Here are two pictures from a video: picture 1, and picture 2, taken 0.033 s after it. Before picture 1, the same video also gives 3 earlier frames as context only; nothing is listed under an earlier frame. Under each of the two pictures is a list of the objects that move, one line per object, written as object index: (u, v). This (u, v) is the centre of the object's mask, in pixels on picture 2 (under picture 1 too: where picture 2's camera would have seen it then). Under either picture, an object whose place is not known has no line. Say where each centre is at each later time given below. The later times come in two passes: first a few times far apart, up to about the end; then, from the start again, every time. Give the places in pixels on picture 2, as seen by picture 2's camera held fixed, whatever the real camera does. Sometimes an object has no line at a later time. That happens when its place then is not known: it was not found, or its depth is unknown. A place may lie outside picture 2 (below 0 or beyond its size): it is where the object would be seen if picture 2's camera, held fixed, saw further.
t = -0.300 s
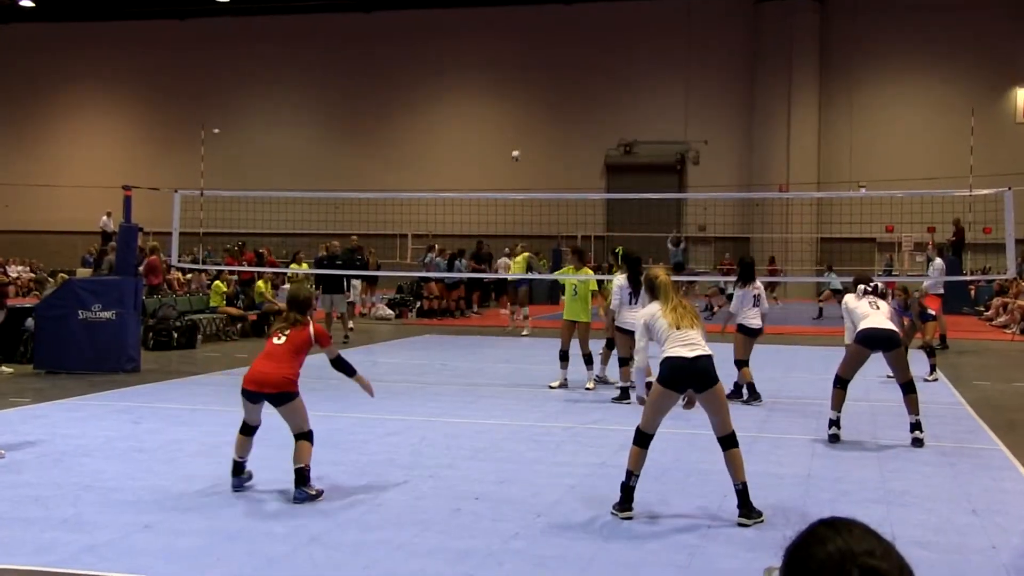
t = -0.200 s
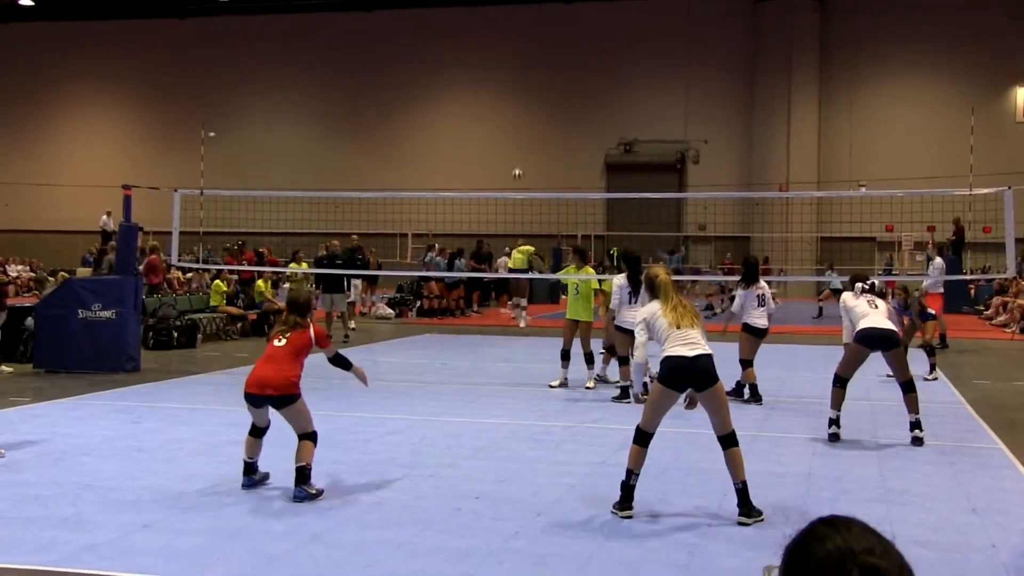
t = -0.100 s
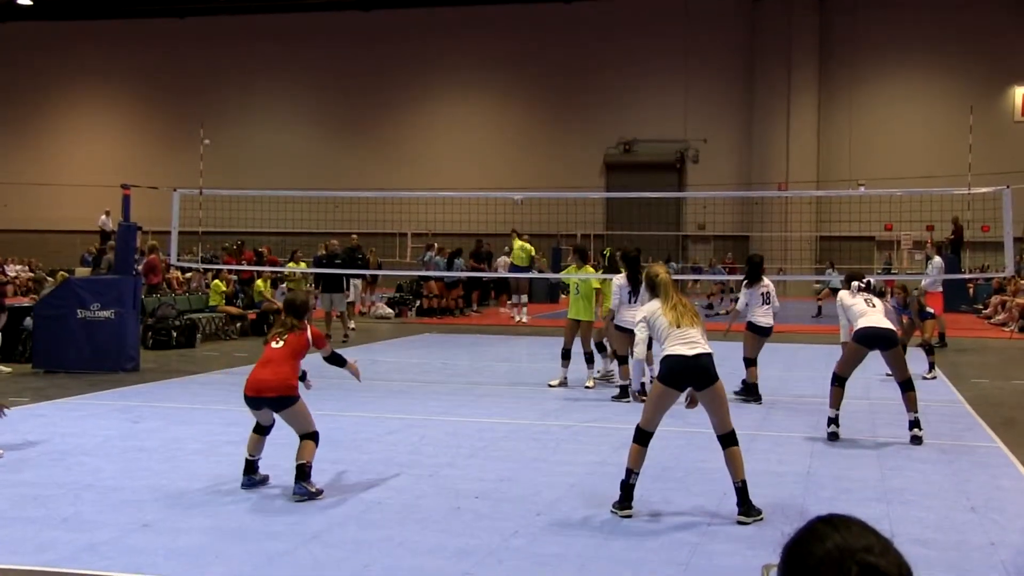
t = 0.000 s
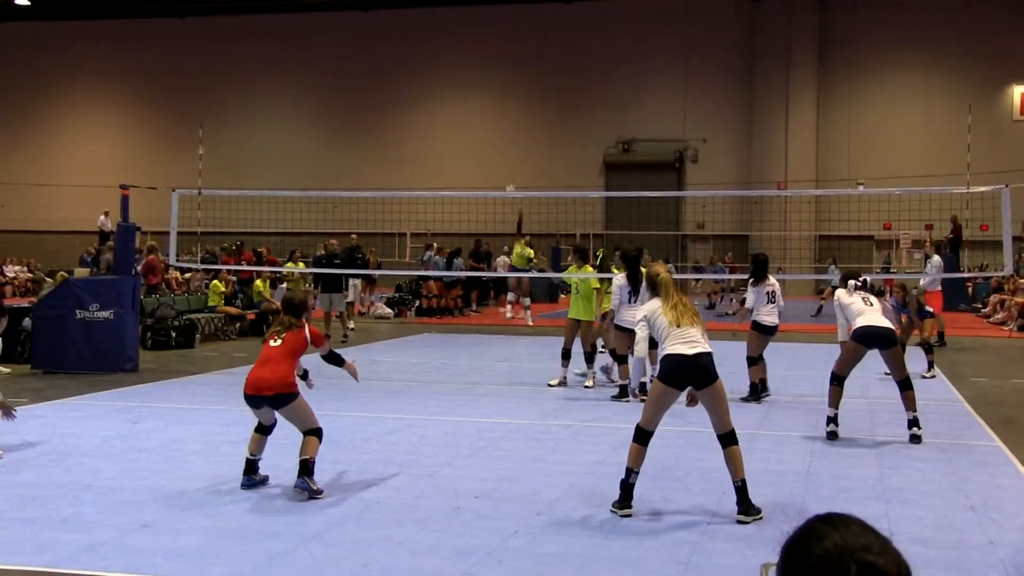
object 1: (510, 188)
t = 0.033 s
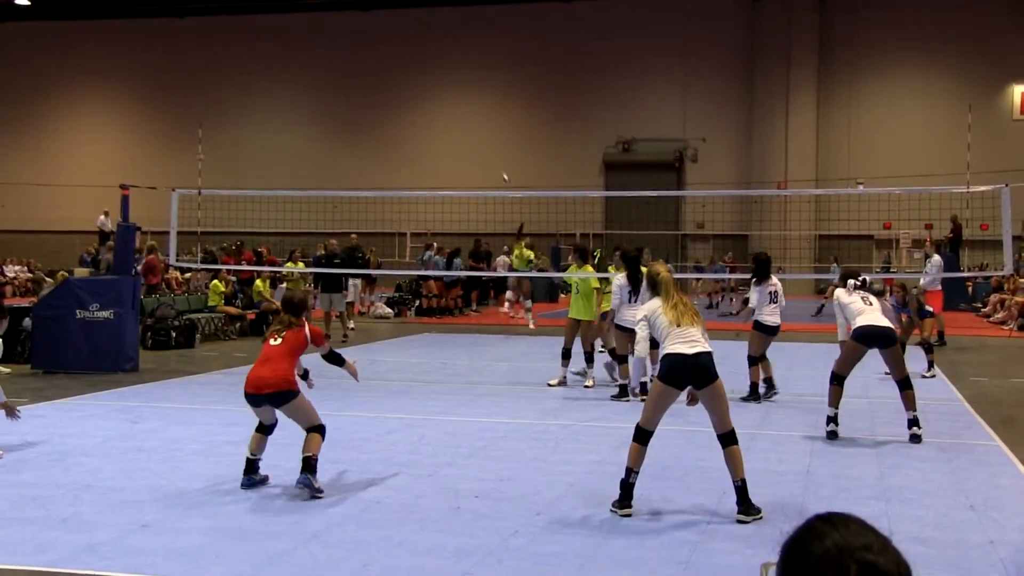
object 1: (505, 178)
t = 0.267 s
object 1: (468, 113)
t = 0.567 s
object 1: (403, 78)
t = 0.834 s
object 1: (316, 121)
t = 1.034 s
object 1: (209, 249)
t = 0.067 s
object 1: (500, 168)
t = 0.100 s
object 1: (495, 156)
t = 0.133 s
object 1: (492, 148)
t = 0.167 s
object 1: (486, 138)
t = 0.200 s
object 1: (480, 129)
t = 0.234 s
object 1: (473, 121)
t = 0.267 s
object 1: (468, 113)
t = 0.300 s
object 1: (462, 106)
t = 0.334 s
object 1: (456, 99)
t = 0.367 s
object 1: (449, 96)
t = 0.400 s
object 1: (442, 90)
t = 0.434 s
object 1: (435, 86)
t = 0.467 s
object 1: (427, 82)
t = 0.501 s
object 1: (419, 80)
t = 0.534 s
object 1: (412, 78)
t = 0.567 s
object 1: (403, 78)
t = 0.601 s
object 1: (394, 78)
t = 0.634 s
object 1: (385, 79)
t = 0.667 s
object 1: (376, 82)
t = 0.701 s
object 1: (365, 86)
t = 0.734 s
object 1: (353, 93)
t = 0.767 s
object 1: (342, 100)
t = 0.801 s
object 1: (329, 110)
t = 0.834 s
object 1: (316, 121)
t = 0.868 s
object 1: (303, 133)
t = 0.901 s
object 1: (285, 150)
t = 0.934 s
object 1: (267, 170)
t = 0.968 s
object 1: (251, 192)
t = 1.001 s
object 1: (229, 223)
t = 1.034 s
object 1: (209, 249)
